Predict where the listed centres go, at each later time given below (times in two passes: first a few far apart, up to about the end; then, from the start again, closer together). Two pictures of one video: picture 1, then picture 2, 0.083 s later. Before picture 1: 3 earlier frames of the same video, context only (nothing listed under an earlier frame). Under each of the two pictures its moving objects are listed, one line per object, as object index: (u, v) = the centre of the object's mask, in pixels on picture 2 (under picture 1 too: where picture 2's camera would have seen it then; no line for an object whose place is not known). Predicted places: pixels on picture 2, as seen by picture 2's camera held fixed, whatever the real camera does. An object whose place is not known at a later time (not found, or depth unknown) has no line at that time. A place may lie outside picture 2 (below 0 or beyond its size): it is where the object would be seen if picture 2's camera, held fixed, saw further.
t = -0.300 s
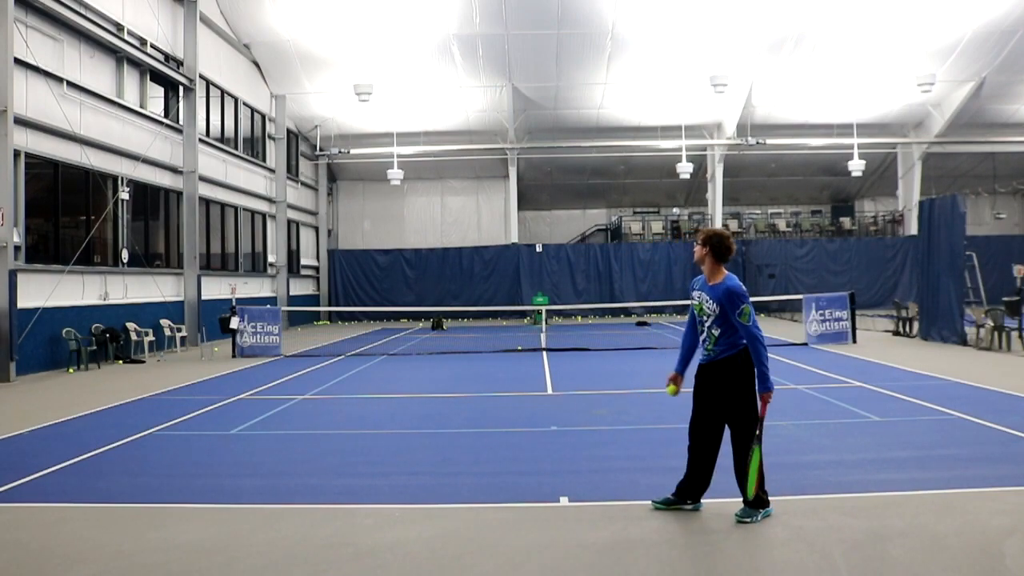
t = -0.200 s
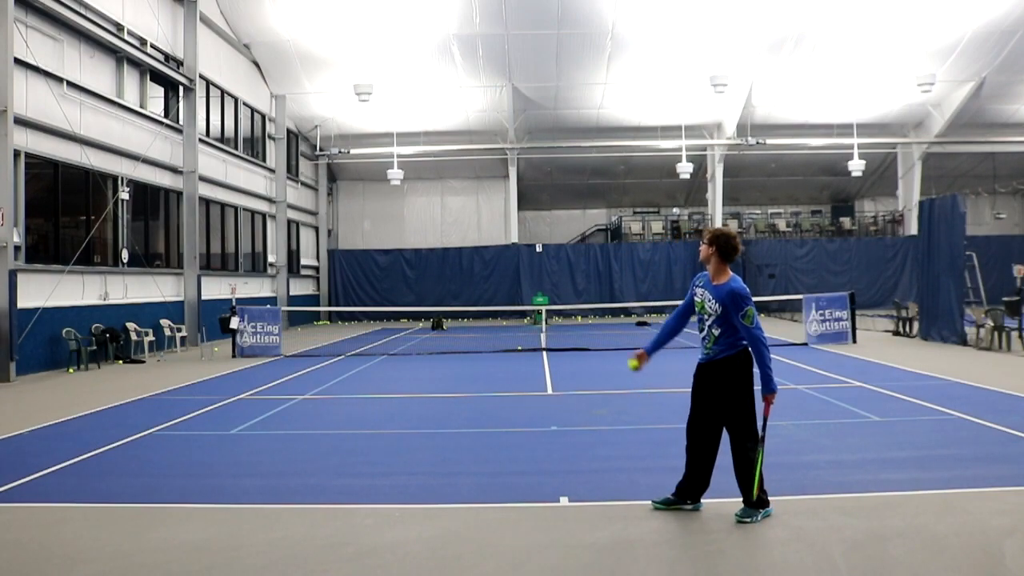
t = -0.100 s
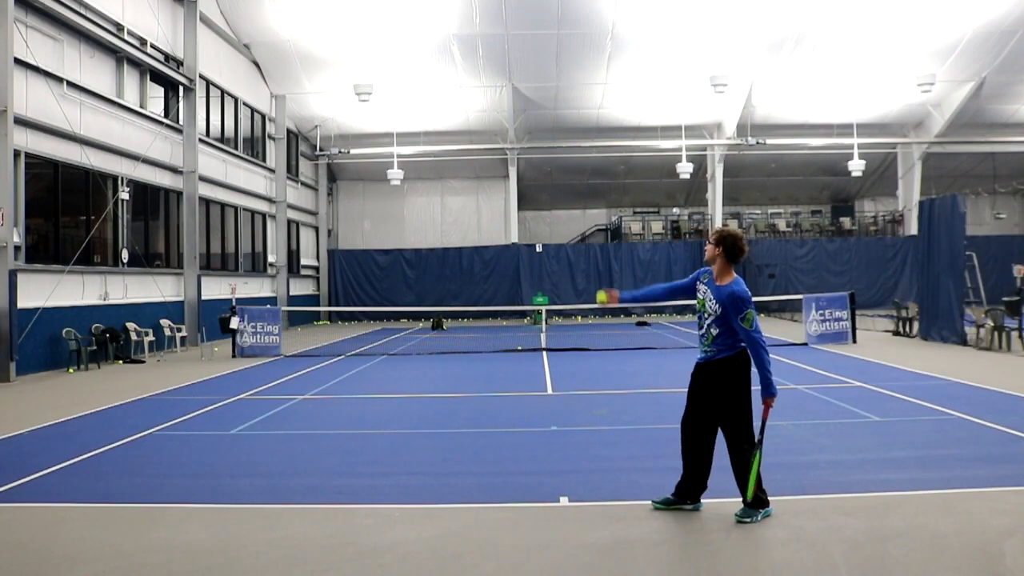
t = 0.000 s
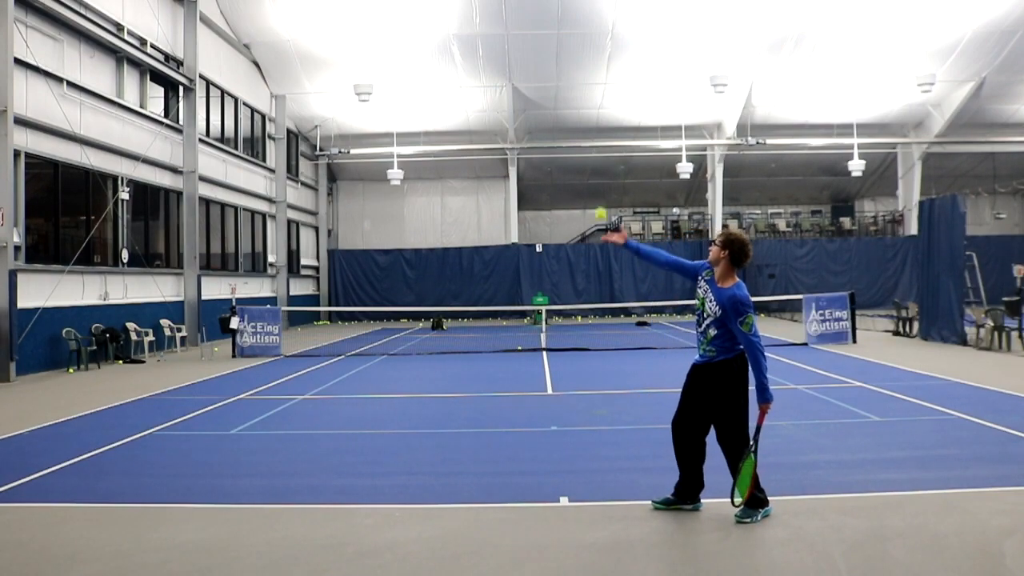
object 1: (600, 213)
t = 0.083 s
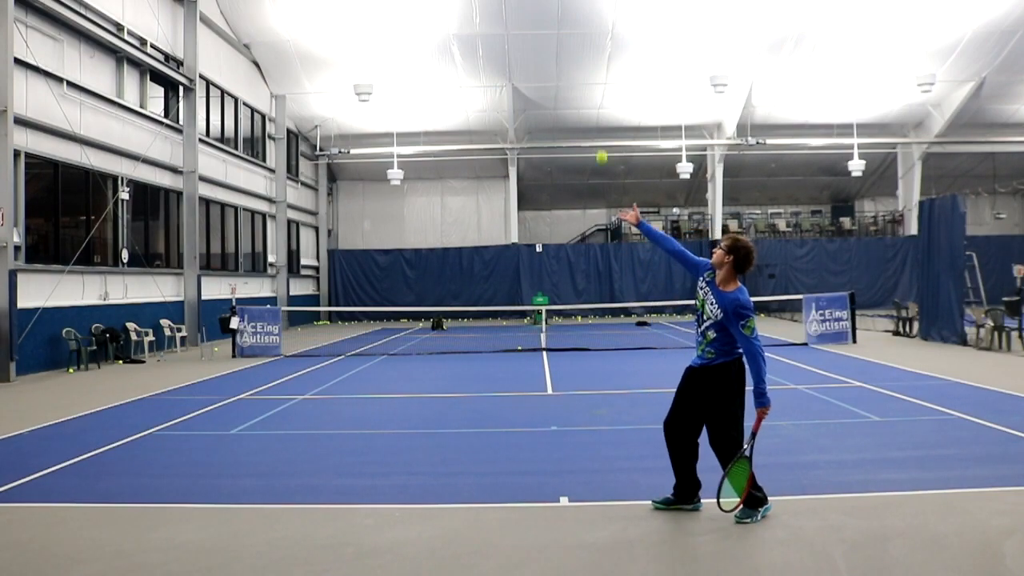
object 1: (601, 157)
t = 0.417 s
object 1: (607, 37)
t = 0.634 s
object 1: (613, 46)
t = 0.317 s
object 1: (605, 55)
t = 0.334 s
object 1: (606, 51)
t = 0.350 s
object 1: (606, 47)
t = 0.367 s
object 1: (606, 44)
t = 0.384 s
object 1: (606, 41)
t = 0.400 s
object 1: (607, 39)
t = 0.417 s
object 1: (607, 37)
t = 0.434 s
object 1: (608, 35)
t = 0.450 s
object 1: (608, 34)
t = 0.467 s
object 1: (608, 33)
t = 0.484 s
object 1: (609, 33)
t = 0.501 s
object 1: (609, 33)
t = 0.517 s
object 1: (610, 33)
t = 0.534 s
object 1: (610, 33)
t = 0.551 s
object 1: (610, 35)
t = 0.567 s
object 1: (611, 36)
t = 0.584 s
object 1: (612, 38)
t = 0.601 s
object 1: (612, 40)
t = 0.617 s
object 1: (612, 43)
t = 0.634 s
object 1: (613, 46)
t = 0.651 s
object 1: (614, 49)
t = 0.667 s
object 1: (614, 54)
